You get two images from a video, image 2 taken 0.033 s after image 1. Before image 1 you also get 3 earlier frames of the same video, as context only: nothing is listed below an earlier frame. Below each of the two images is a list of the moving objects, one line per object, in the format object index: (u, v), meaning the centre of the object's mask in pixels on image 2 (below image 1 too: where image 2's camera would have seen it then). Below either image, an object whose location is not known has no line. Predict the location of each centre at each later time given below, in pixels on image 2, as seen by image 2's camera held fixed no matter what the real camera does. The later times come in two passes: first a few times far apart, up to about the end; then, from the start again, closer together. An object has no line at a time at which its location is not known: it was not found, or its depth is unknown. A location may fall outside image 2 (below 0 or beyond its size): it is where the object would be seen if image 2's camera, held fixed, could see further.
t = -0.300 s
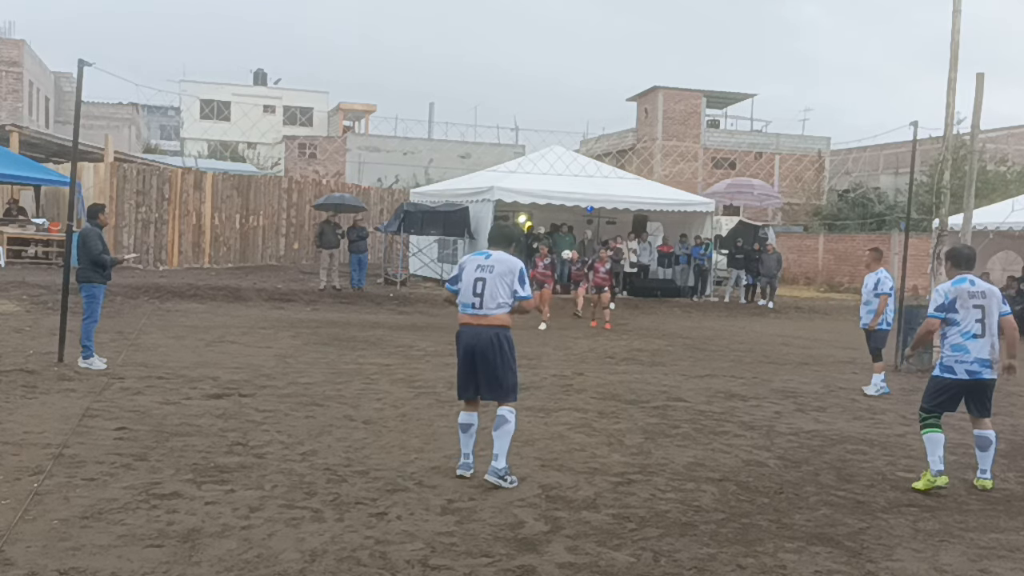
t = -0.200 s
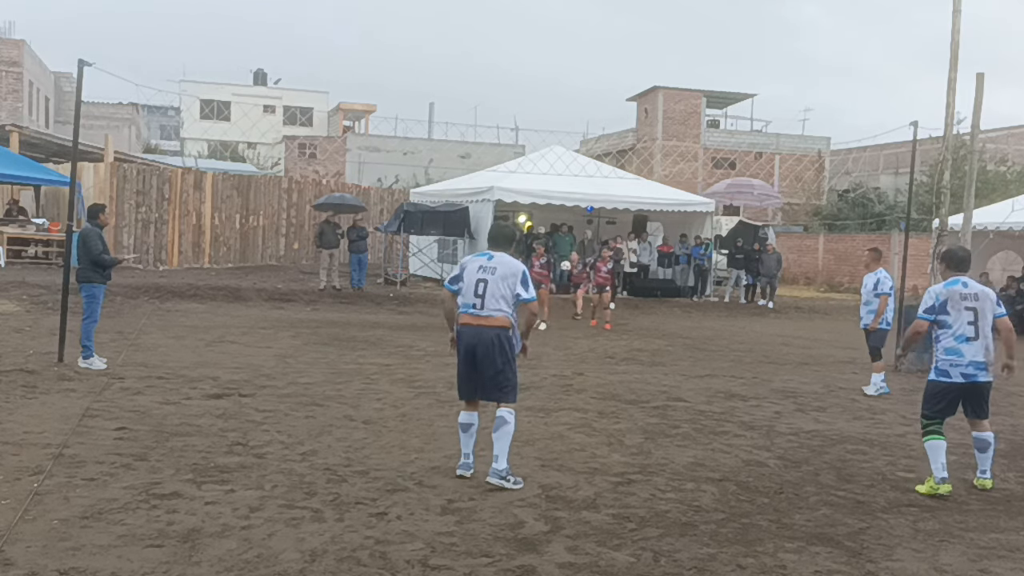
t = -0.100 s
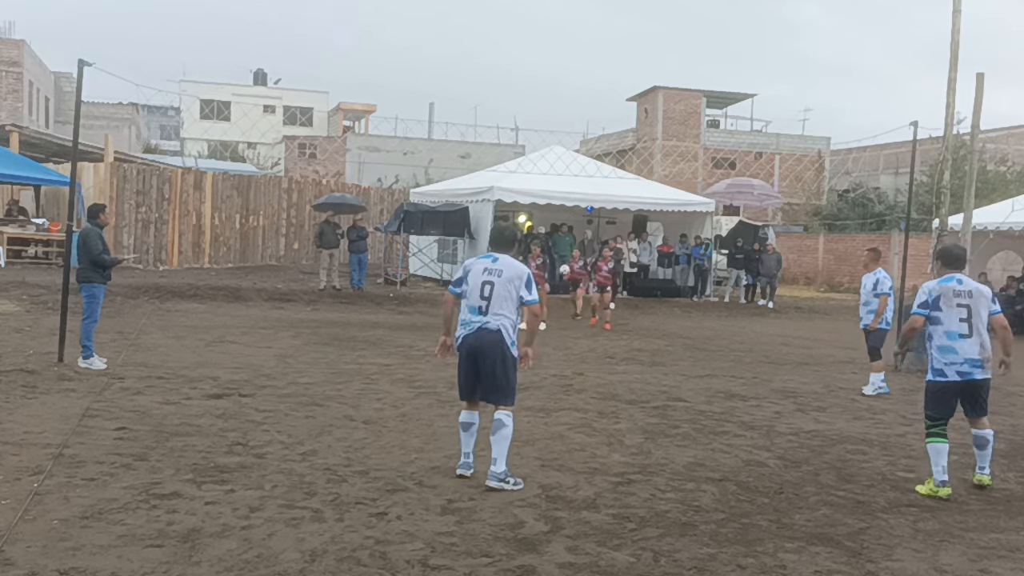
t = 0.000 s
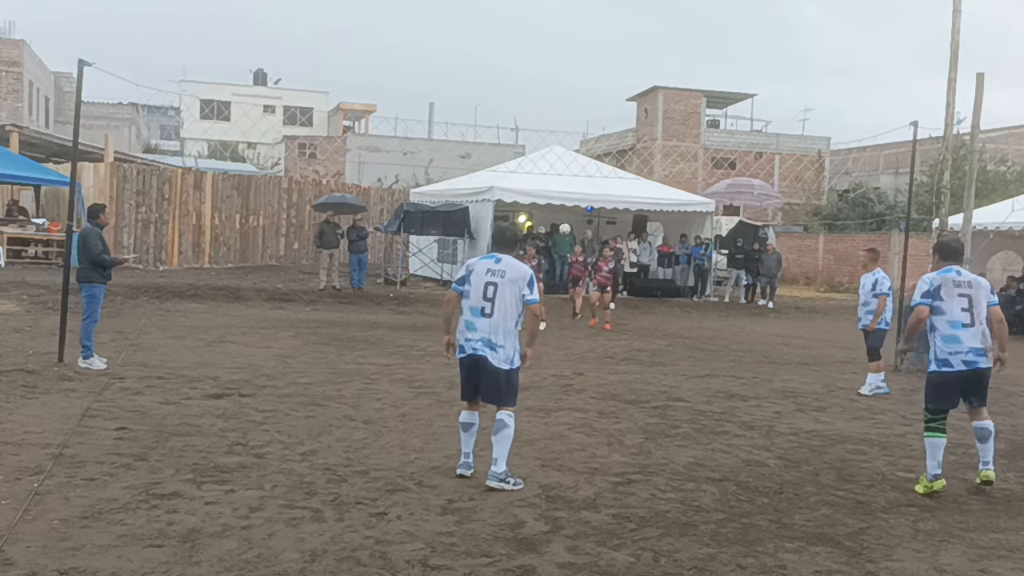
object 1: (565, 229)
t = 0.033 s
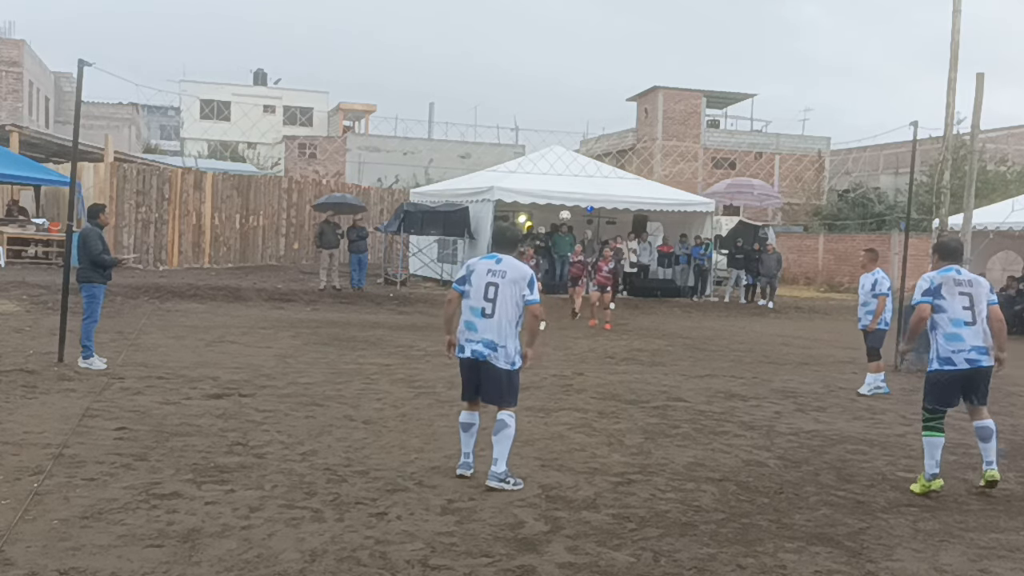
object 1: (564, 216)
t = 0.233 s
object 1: (564, 143)
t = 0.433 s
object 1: (561, 82)
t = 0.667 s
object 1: (557, 30)
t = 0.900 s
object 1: (549, 7)
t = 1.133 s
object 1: (536, 21)
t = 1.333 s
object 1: (519, 76)
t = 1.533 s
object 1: (497, 184)
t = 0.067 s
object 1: (565, 203)
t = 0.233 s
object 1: (564, 143)
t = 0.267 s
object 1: (563, 133)
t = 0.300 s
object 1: (563, 121)
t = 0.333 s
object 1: (563, 111)
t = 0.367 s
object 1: (562, 102)
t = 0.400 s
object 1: (562, 92)
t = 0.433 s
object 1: (561, 82)
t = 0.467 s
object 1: (561, 73)
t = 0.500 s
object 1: (560, 65)
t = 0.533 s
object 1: (560, 57)
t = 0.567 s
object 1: (559, 51)
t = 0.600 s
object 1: (559, 43)
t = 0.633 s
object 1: (558, 36)
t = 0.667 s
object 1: (557, 30)
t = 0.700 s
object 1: (556, 25)
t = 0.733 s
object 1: (555, 20)
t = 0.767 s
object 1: (554, 17)
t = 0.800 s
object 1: (553, 13)
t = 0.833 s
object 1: (551, 11)
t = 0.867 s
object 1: (550, 8)
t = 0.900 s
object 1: (549, 7)
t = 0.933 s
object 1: (547, 7)
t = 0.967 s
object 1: (546, 7)
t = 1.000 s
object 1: (544, 7)
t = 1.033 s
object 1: (542, 10)
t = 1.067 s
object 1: (540, 13)
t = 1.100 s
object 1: (538, 16)
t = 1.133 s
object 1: (536, 21)
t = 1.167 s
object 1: (534, 27)
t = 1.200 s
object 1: (531, 35)
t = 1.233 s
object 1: (528, 43)
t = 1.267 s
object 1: (525, 53)
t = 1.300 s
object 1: (522, 63)
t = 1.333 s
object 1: (519, 76)
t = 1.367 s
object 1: (516, 90)
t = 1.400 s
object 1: (513, 104)
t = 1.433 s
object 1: (508, 123)
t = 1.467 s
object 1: (505, 141)
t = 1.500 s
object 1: (501, 161)
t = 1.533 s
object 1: (497, 184)
